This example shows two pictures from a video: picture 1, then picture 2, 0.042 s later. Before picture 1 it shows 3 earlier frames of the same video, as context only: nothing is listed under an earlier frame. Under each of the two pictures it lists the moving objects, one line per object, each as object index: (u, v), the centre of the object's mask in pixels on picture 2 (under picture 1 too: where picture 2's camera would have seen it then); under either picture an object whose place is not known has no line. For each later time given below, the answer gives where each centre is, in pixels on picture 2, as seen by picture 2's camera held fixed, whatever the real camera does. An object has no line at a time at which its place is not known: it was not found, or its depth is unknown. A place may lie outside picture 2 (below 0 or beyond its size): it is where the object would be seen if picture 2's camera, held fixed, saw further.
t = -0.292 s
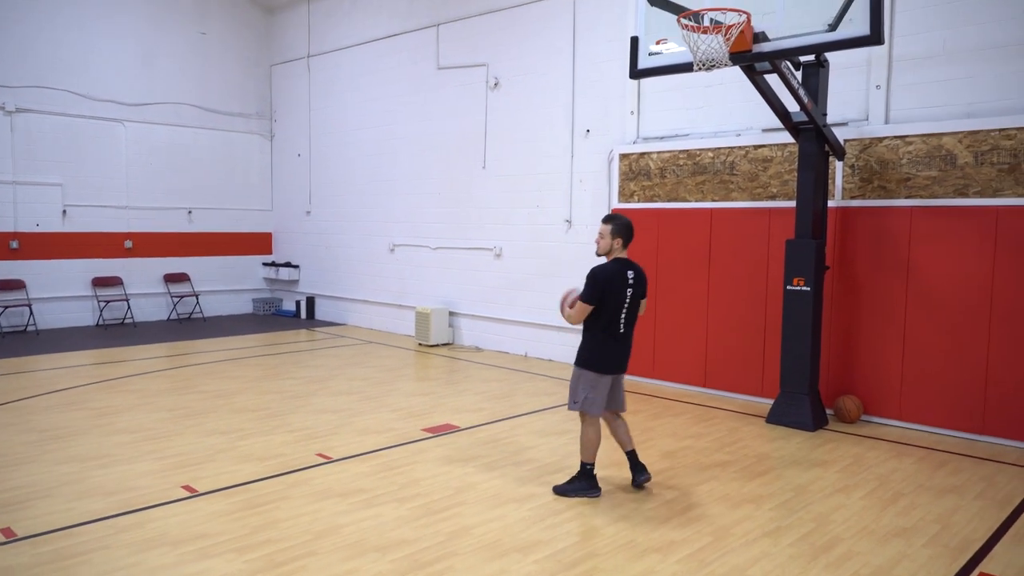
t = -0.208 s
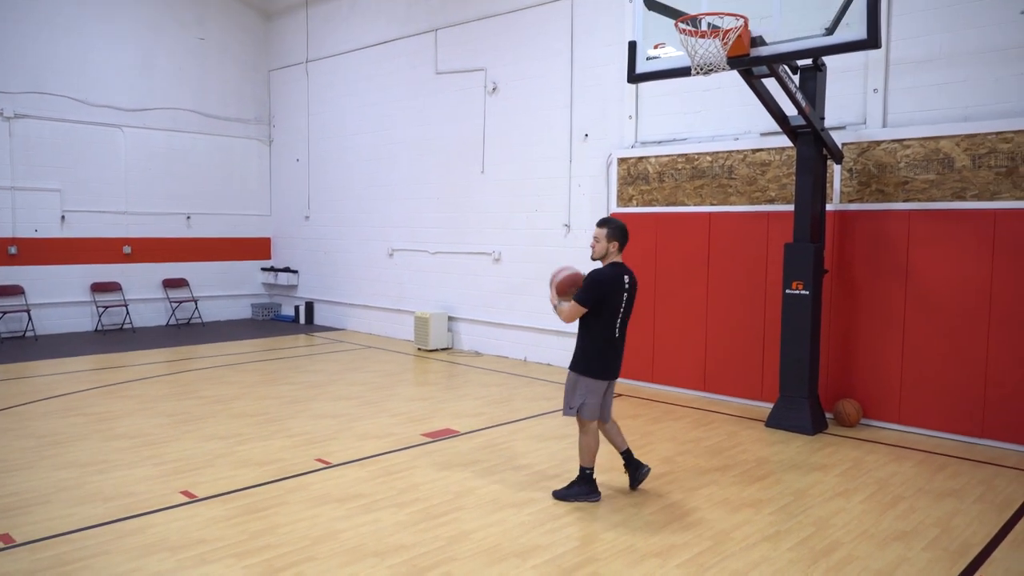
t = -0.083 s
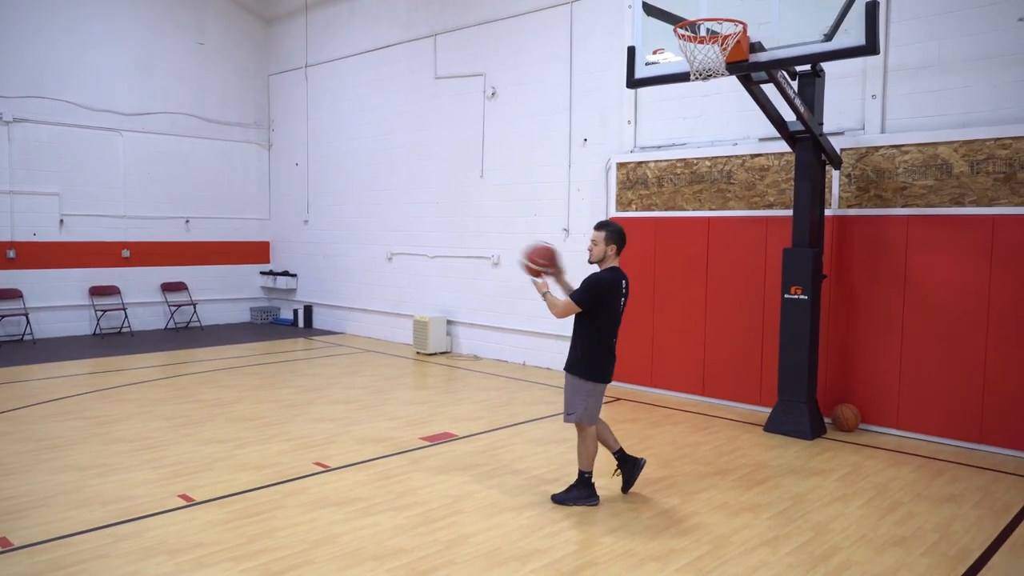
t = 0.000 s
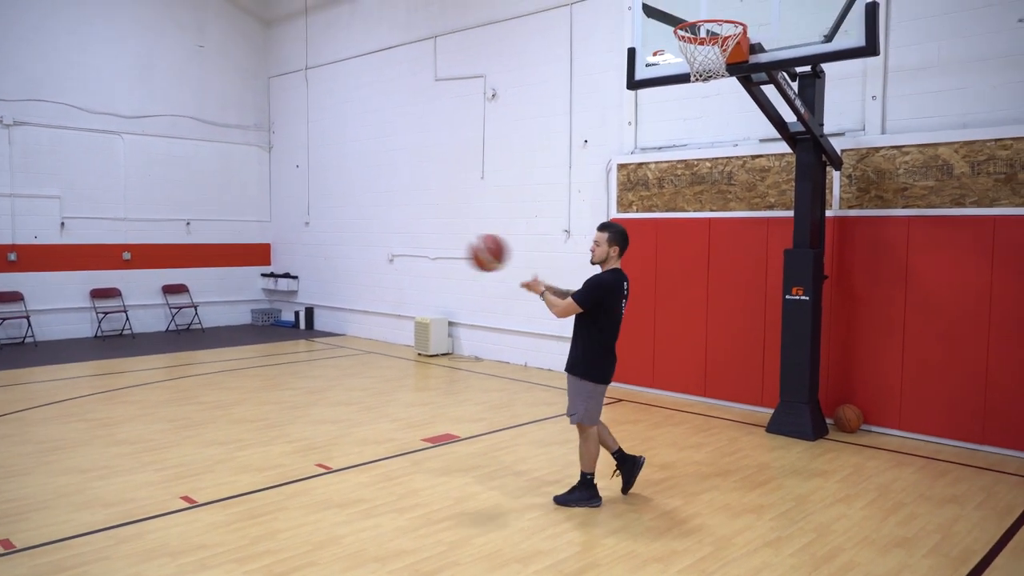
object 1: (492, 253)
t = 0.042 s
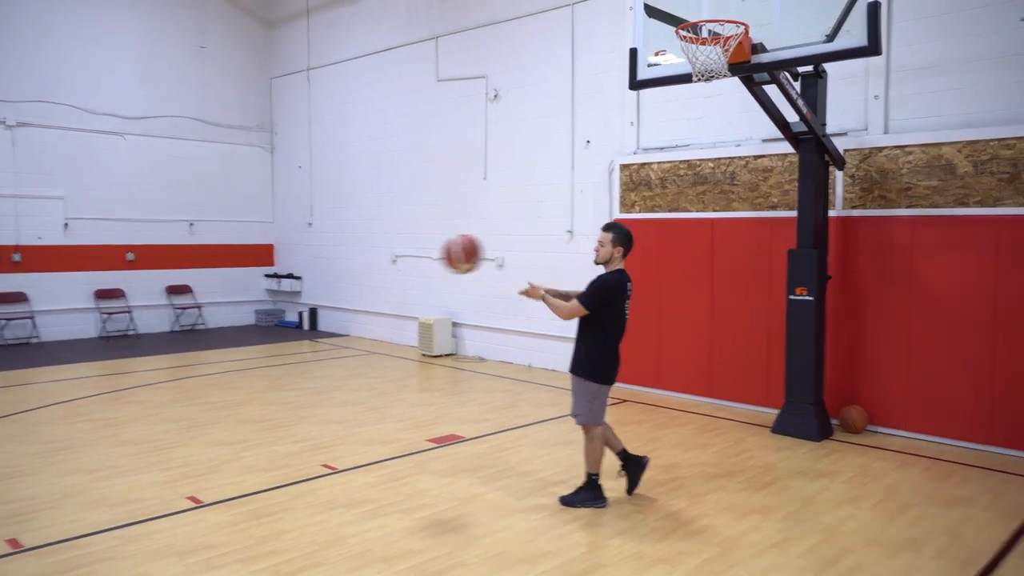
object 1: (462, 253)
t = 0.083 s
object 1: (430, 257)
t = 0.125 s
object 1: (398, 263)
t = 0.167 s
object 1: (365, 274)
